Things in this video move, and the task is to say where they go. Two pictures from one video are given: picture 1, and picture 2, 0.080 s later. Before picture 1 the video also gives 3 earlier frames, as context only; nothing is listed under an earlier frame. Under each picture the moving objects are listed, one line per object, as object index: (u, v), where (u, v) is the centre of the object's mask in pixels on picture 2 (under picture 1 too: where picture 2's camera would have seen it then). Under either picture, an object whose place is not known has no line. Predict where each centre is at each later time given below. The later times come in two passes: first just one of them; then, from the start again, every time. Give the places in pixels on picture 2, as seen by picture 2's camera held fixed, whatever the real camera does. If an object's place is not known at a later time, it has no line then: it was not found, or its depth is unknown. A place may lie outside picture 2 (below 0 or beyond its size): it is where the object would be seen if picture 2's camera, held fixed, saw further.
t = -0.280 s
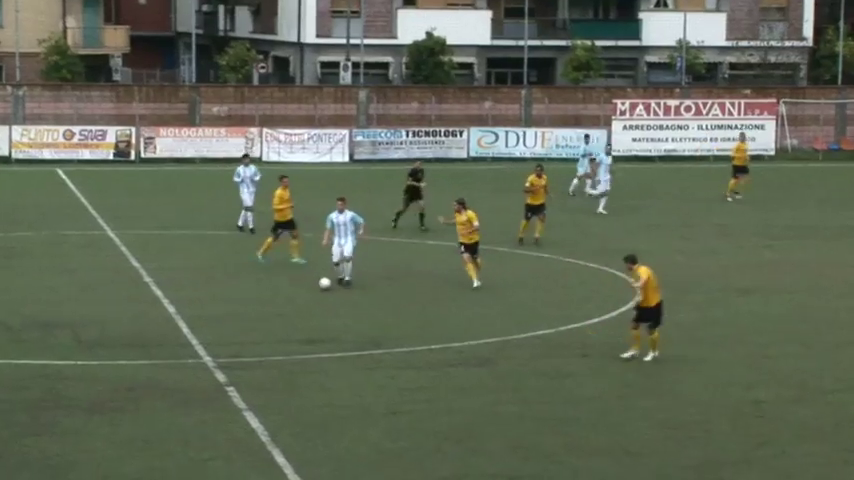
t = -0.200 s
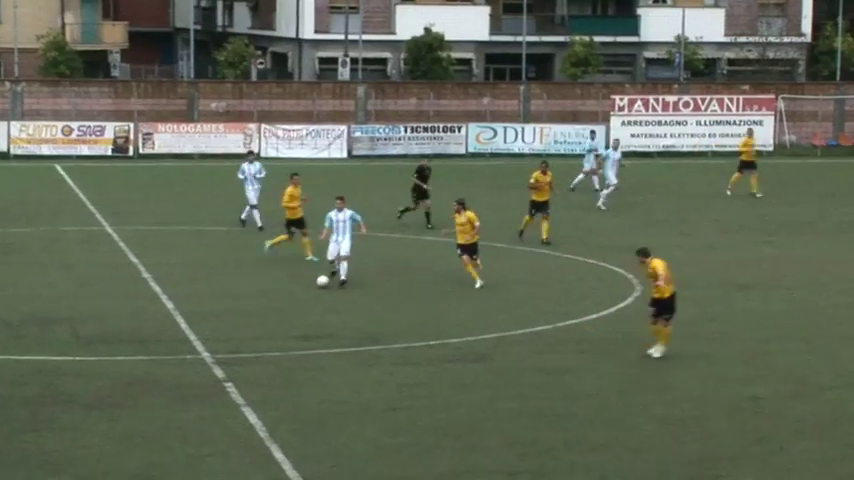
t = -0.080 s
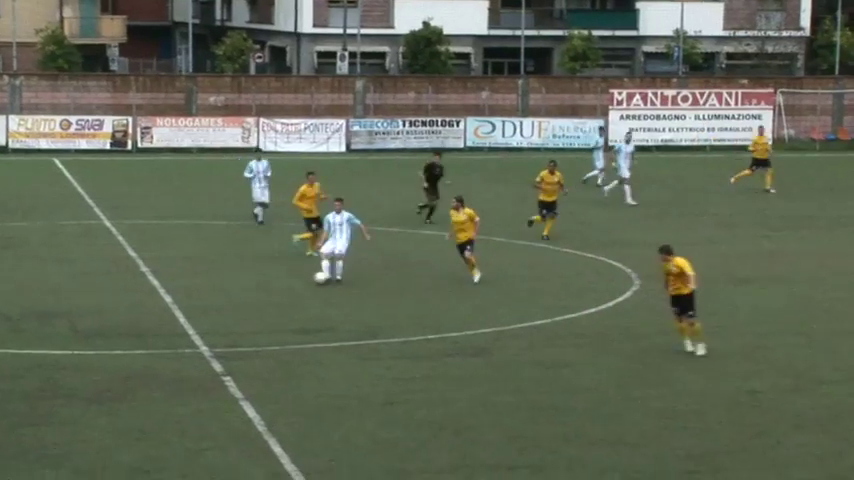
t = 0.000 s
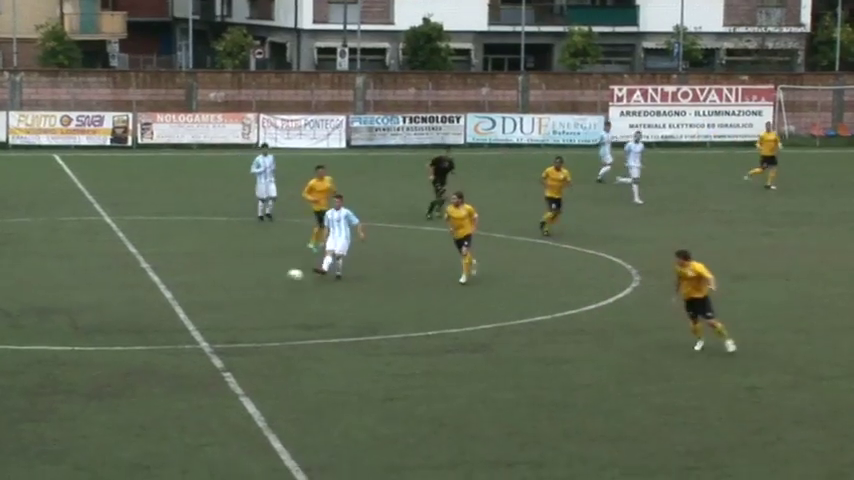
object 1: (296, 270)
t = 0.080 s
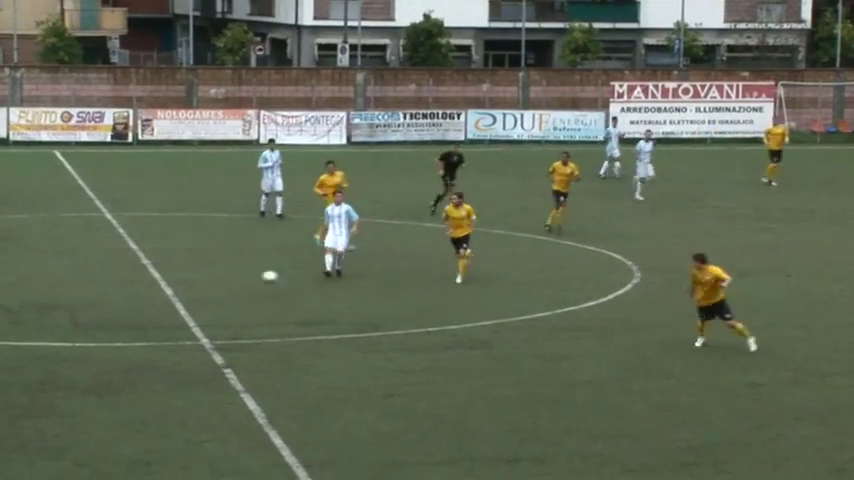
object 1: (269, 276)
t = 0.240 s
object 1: (216, 300)
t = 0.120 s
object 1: (256, 281)
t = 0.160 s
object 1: (243, 286)
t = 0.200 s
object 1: (229, 292)
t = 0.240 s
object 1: (216, 300)
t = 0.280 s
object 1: (201, 310)
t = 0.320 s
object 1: (187, 321)
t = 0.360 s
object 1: (174, 324)
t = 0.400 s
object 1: (162, 325)
